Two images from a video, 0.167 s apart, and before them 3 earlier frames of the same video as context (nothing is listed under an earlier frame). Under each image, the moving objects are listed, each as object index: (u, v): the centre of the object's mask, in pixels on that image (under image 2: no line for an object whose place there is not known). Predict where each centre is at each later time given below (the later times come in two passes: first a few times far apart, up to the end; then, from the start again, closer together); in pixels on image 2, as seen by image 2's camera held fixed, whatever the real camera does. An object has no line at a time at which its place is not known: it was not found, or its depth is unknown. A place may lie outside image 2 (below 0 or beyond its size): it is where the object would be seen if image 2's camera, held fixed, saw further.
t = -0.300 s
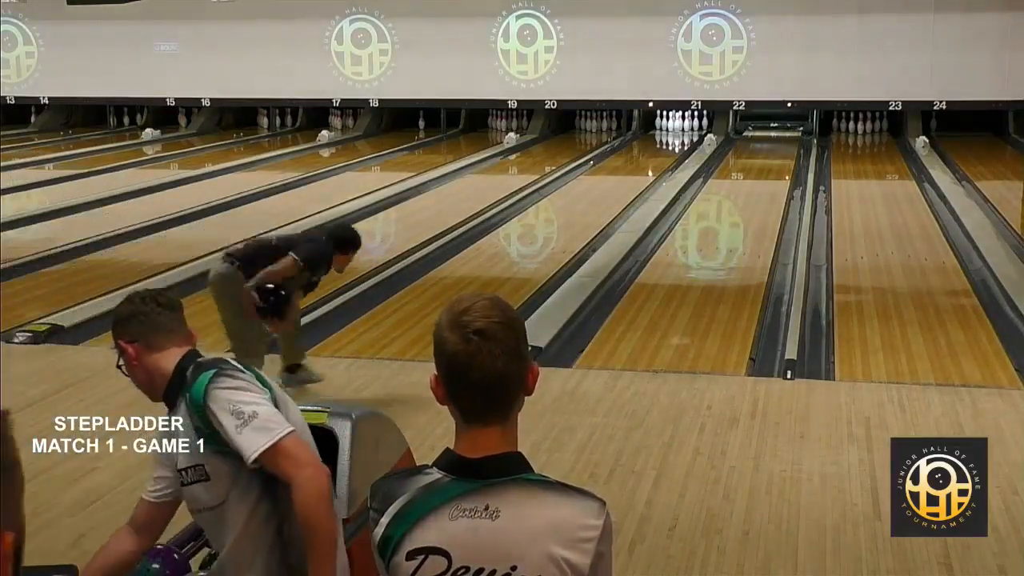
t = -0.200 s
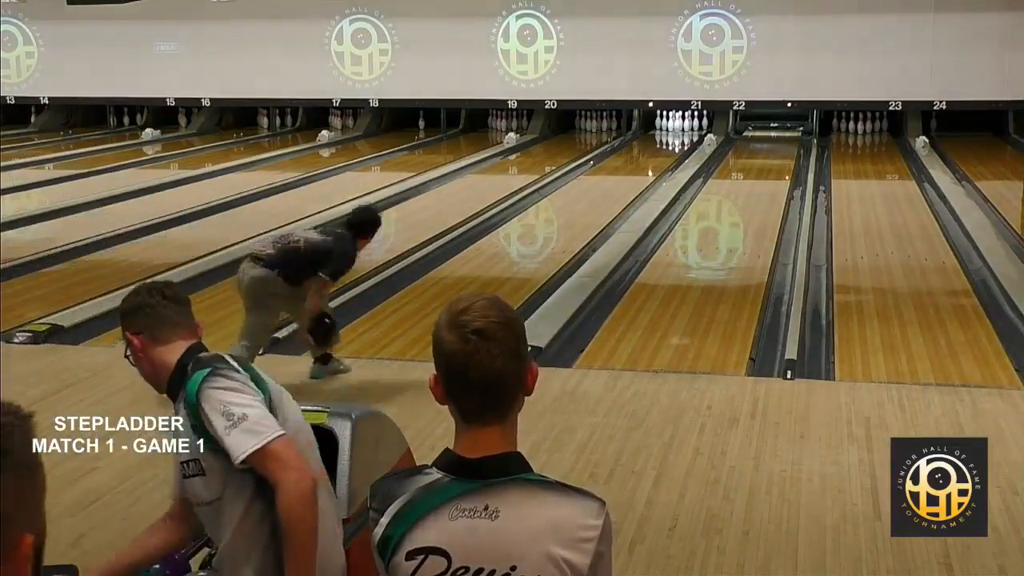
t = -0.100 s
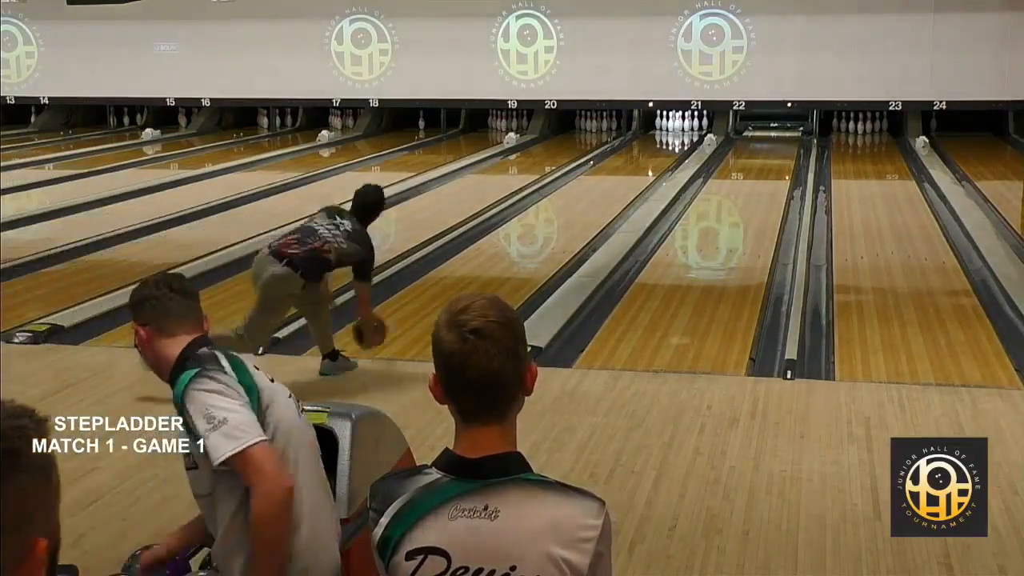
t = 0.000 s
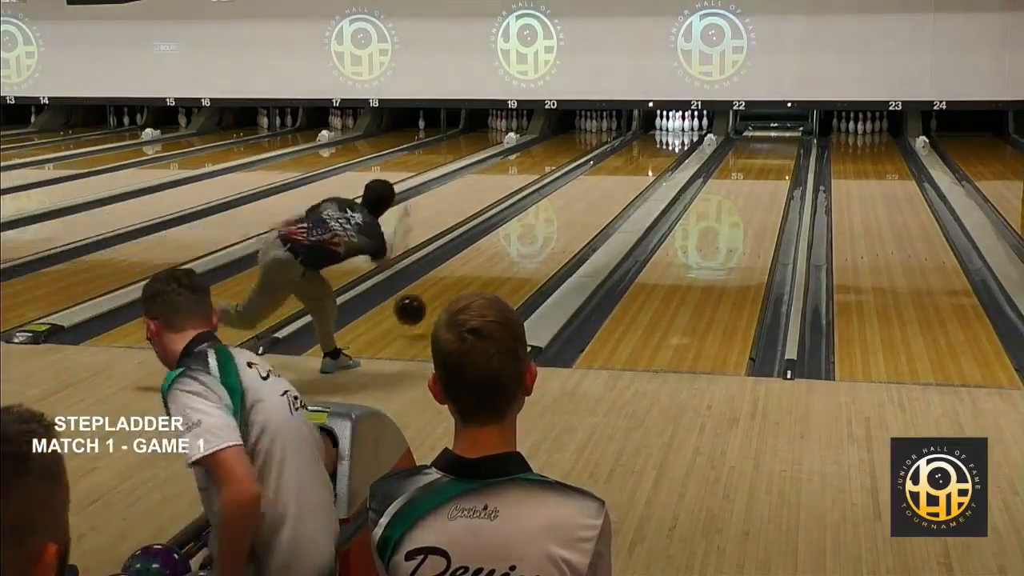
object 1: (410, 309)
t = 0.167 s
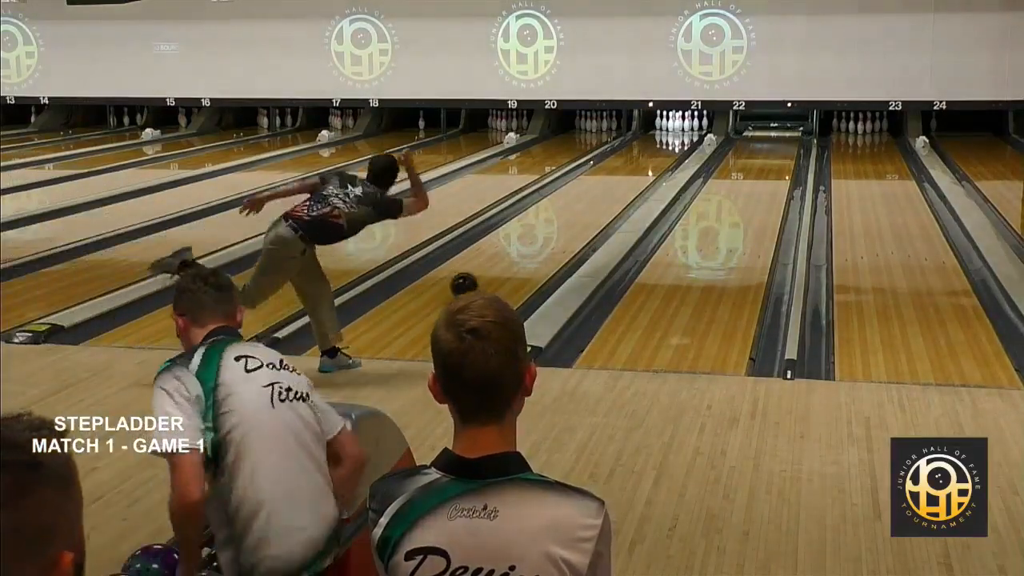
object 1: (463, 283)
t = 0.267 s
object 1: (490, 268)
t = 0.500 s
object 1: (539, 234)
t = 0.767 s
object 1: (581, 206)
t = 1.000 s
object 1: (608, 185)
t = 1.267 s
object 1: (633, 169)
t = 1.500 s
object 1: (650, 156)
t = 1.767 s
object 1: (664, 145)
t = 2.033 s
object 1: (673, 134)
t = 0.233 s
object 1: (482, 274)
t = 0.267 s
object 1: (490, 268)
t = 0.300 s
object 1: (498, 263)
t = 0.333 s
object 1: (506, 258)
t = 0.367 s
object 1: (513, 252)
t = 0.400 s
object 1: (520, 248)
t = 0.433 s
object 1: (527, 243)
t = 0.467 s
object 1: (533, 239)
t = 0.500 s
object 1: (539, 234)
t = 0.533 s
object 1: (545, 230)
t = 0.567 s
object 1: (551, 226)
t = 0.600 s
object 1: (556, 223)
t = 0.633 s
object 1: (562, 219)
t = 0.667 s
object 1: (566, 215)
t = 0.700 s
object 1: (571, 212)
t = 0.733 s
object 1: (576, 209)
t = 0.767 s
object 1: (581, 206)
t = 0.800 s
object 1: (585, 202)
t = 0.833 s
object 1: (589, 199)
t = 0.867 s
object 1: (593, 196)
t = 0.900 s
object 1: (597, 194)
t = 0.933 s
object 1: (601, 191)
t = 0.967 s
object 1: (605, 188)
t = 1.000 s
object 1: (608, 185)
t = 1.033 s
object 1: (611, 183)
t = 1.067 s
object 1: (615, 181)
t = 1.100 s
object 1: (618, 178)
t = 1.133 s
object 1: (621, 177)
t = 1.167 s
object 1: (624, 175)
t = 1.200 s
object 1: (627, 173)
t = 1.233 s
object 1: (630, 171)
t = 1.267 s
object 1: (633, 169)
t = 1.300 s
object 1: (635, 167)
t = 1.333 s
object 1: (638, 165)
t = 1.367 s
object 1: (641, 163)
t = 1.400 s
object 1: (643, 161)
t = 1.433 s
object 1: (645, 160)
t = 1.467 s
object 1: (648, 158)
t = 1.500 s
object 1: (650, 156)
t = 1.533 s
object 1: (652, 155)
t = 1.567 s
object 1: (654, 153)
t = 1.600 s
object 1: (656, 151)
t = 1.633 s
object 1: (658, 149)
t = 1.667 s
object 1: (660, 148)
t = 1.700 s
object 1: (661, 147)
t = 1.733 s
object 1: (663, 145)
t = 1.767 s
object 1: (664, 145)
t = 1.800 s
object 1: (666, 143)
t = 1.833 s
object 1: (667, 142)
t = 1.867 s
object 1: (668, 141)
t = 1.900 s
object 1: (669, 139)
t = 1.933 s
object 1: (670, 137)
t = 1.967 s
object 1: (672, 137)
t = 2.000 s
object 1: (673, 135)
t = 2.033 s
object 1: (673, 134)
